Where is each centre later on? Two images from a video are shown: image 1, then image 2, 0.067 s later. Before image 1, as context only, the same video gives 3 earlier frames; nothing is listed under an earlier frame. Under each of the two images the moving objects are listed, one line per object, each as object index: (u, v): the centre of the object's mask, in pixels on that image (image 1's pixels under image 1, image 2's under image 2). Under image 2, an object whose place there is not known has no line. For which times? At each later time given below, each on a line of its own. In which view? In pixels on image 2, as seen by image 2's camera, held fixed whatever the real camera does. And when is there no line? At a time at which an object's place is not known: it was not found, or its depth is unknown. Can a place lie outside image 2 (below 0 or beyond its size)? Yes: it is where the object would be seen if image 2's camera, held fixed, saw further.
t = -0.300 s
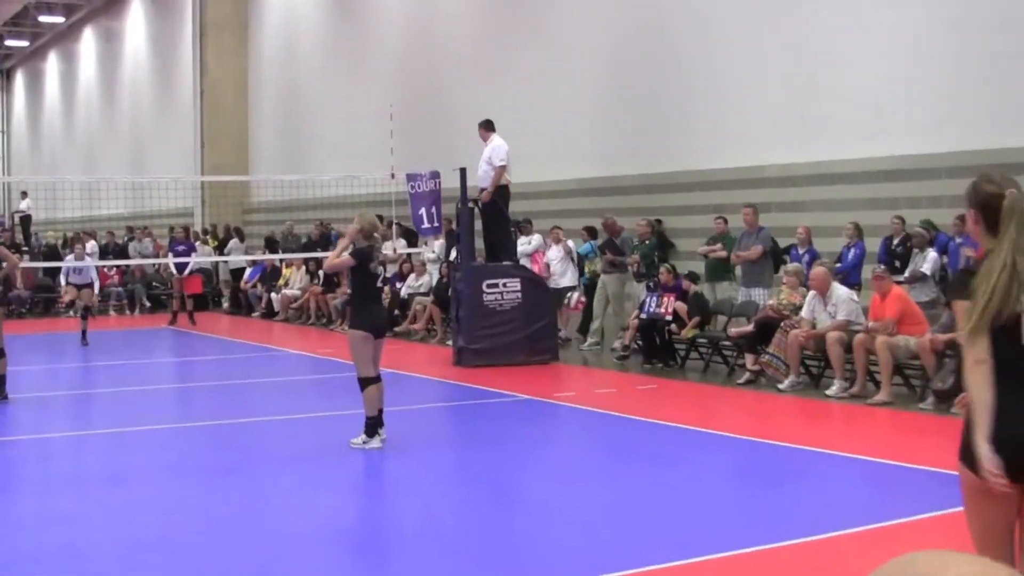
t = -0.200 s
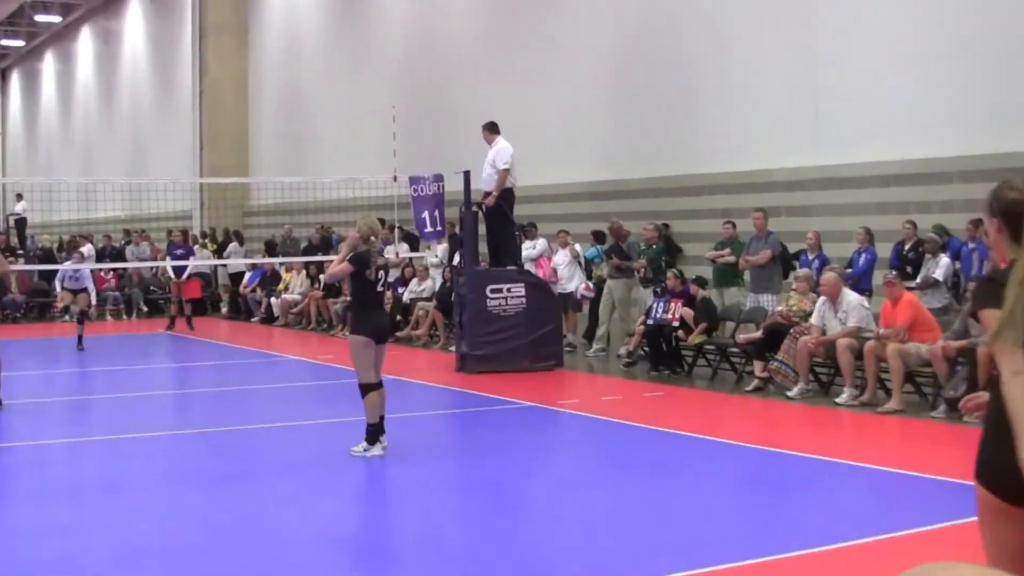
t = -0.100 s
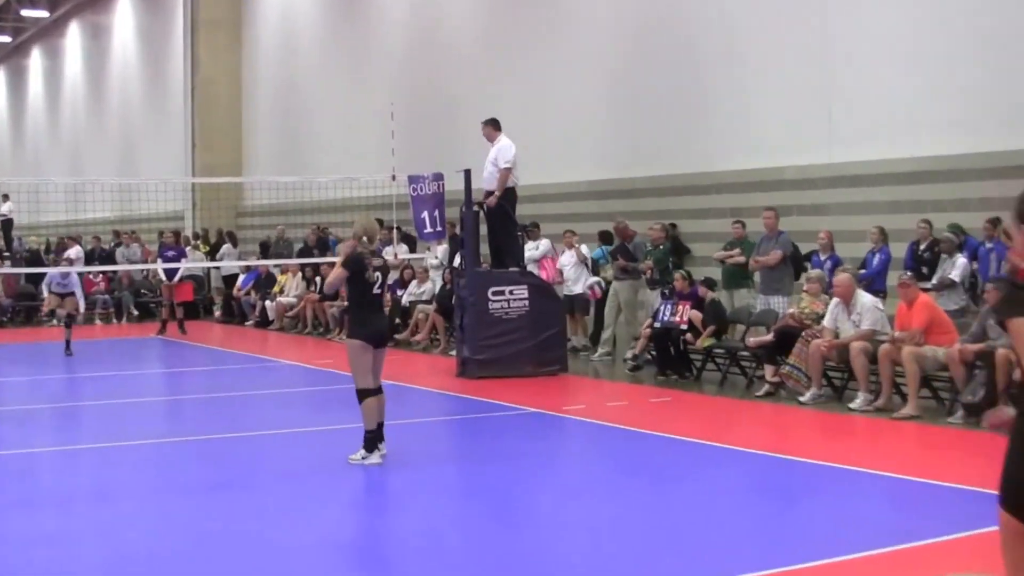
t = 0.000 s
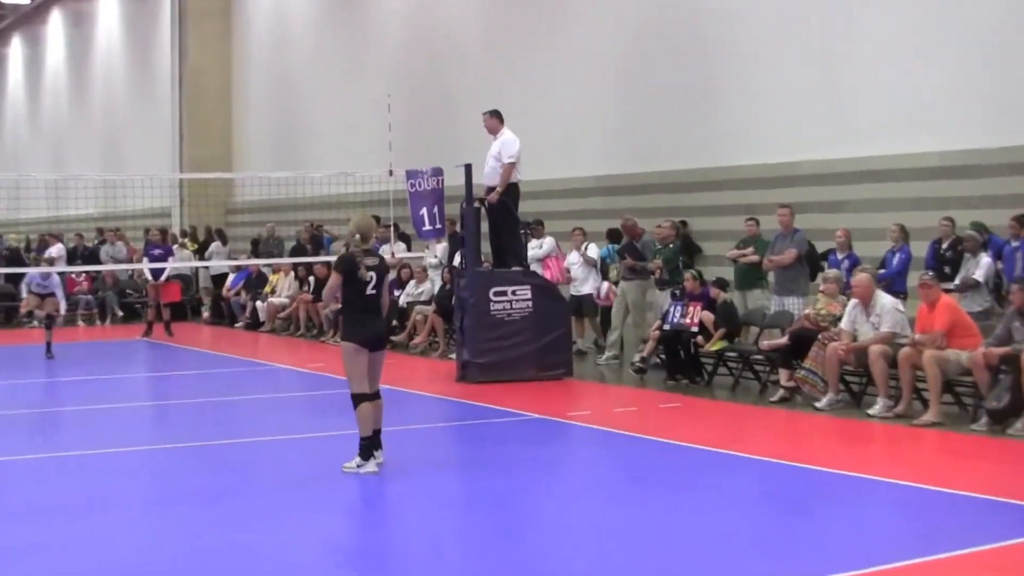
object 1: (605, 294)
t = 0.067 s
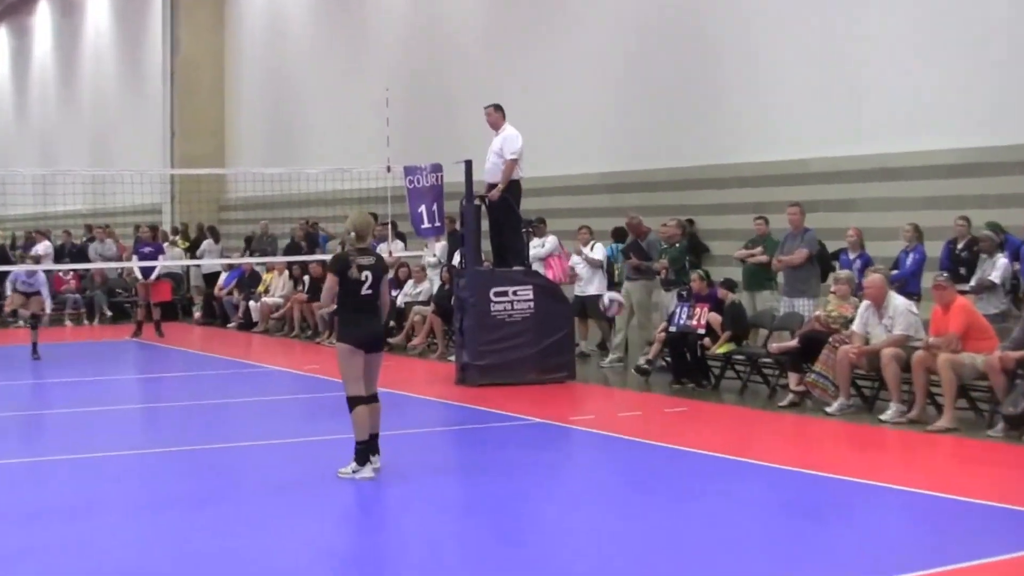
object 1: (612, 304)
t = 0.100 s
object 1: (613, 310)
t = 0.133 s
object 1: (615, 318)
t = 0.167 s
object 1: (616, 331)
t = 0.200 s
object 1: (620, 340)
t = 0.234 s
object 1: (622, 353)
